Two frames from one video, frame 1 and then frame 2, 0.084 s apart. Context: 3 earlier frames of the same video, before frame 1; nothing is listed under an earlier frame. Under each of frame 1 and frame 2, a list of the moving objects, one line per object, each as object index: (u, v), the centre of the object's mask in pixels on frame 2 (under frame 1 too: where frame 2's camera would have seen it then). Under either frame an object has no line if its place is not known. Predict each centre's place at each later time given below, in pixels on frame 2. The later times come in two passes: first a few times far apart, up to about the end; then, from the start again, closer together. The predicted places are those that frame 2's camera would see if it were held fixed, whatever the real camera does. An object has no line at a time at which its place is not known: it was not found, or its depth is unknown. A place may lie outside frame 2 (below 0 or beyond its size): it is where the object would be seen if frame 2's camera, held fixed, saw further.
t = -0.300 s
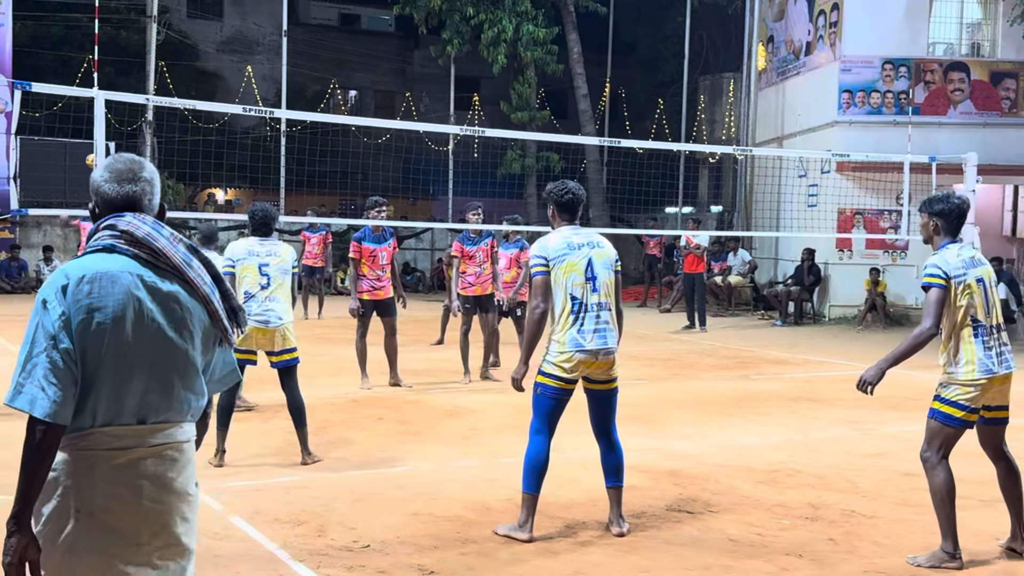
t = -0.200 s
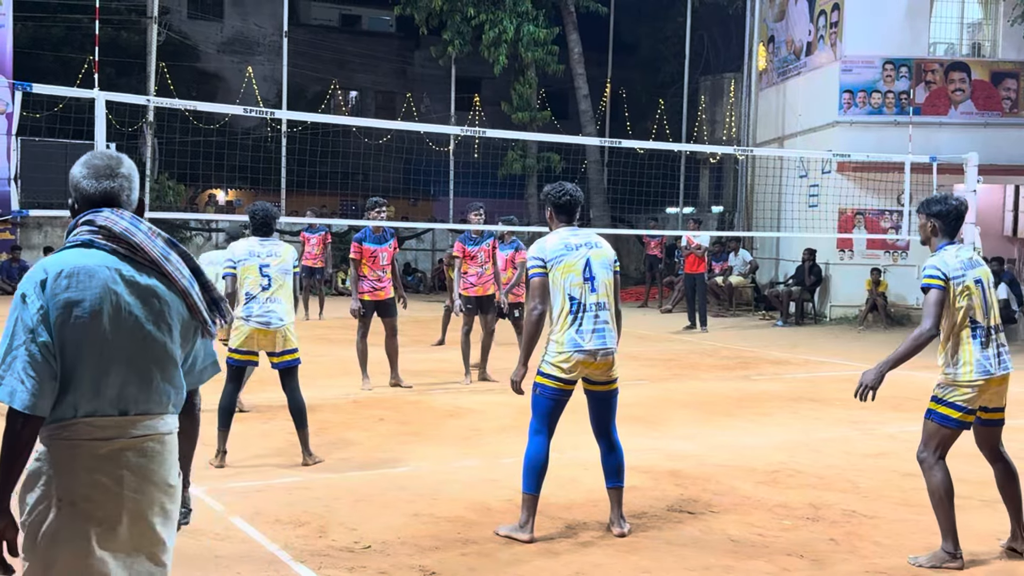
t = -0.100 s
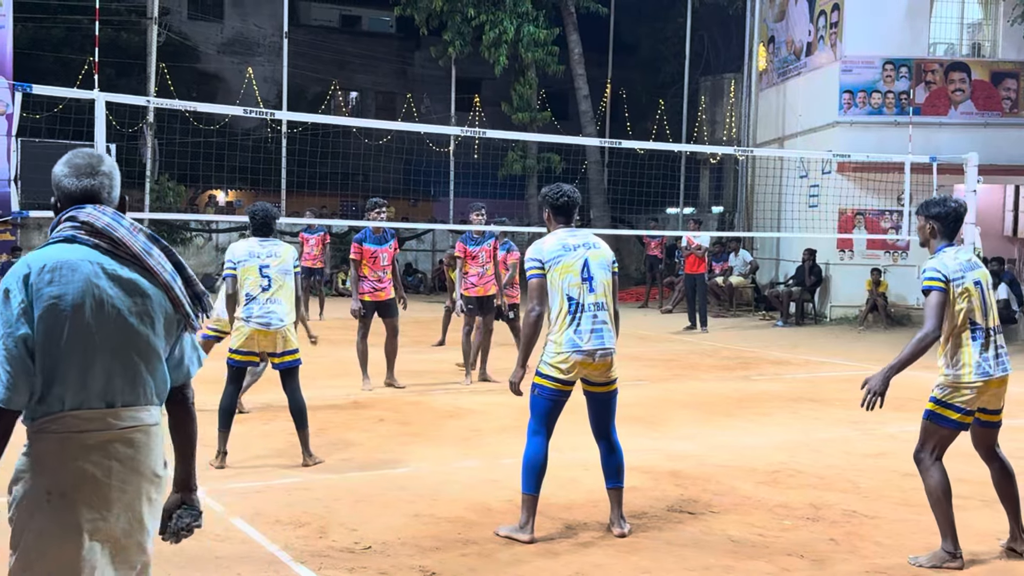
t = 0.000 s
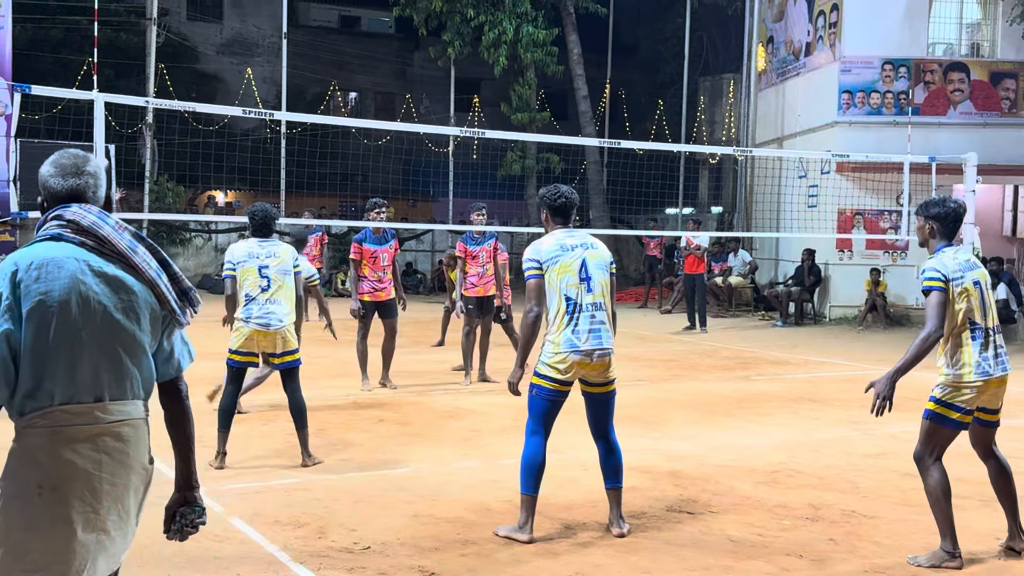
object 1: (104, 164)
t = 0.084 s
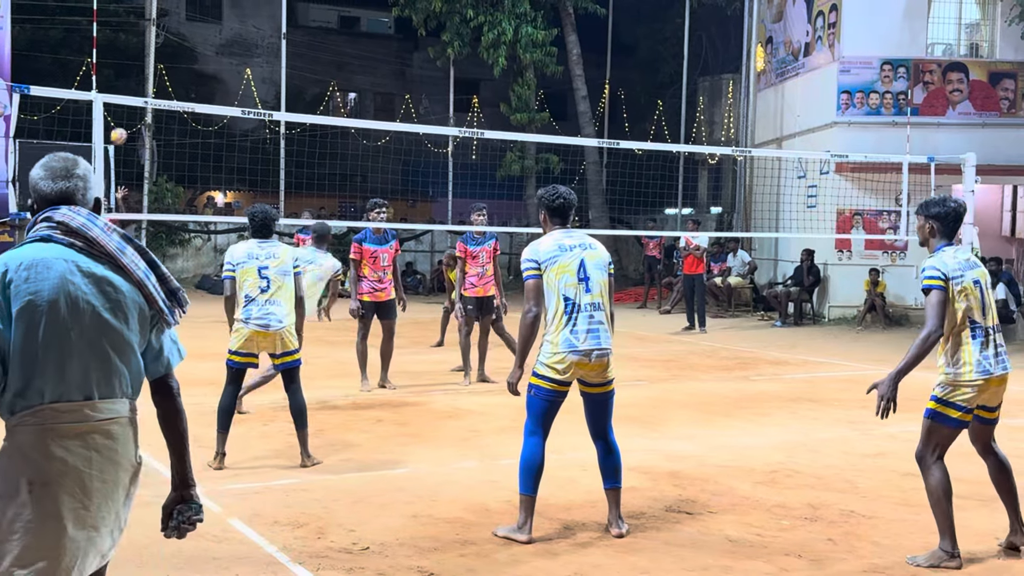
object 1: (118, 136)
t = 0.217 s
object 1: (152, 93)
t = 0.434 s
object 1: (209, 43)
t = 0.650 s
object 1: (277, 24)
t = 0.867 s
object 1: (360, 57)
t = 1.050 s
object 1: (455, 153)
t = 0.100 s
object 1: (122, 131)
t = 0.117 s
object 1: (126, 125)
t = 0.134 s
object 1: (130, 120)
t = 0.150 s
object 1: (134, 115)
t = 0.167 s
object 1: (138, 111)
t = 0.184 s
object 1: (143, 106)
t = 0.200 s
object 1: (147, 95)
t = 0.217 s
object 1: (152, 93)
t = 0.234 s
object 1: (156, 90)
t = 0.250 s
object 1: (160, 85)
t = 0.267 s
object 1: (164, 81)
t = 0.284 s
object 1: (168, 76)
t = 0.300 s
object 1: (173, 72)
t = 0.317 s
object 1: (177, 68)
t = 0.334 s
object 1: (182, 63)
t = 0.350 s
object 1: (186, 60)
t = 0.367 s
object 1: (191, 56)
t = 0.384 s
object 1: (195, 52)
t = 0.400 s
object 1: (200, 49)
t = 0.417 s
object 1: (204, 46)
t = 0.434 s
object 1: (209, 43)
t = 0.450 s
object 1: (214, 40)
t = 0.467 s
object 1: (219, 37)
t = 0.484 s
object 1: (224, 35)
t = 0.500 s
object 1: (229, 33)
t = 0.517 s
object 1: (234, 31)
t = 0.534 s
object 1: (239, 29)
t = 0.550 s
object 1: (244, 27)
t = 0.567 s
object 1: (249, 26)
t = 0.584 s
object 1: (255, 25)
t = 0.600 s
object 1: (260, 24)
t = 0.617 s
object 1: (266, 24)
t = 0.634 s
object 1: (271, 24)
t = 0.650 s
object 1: (277, 24)
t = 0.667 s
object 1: (282, 24)
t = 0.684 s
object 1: (288, 25)
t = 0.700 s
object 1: (294, 26)
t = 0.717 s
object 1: (300, 27)
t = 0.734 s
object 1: (306, 28)
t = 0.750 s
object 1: (312, 30)
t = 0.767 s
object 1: (319, 33)
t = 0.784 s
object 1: (325, 36)
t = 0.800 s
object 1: (332, 39)
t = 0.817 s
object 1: (339, 43)
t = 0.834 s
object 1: (346, 47)
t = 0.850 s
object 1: (353, 52)
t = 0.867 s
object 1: (360, 57)
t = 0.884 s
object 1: (368, 62)
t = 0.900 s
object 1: (375, 68)
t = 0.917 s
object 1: (383, 75)
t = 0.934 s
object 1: (392, 82)
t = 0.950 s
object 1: (400, 90)
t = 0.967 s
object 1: (408, 99)
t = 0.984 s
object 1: (416, 108)
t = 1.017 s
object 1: (435, 129)
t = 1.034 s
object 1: (444, 140)
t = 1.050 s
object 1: (455, 153)
